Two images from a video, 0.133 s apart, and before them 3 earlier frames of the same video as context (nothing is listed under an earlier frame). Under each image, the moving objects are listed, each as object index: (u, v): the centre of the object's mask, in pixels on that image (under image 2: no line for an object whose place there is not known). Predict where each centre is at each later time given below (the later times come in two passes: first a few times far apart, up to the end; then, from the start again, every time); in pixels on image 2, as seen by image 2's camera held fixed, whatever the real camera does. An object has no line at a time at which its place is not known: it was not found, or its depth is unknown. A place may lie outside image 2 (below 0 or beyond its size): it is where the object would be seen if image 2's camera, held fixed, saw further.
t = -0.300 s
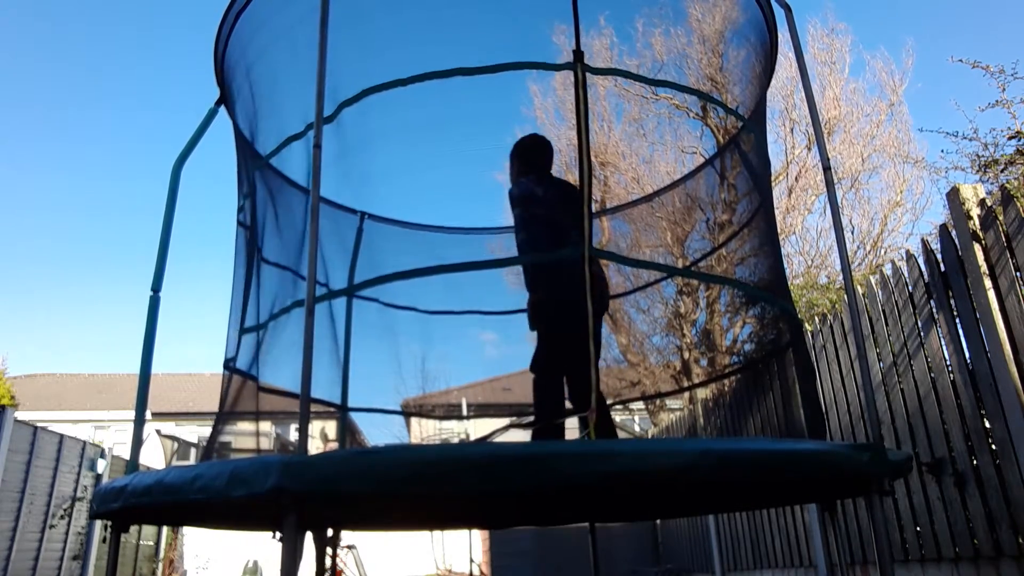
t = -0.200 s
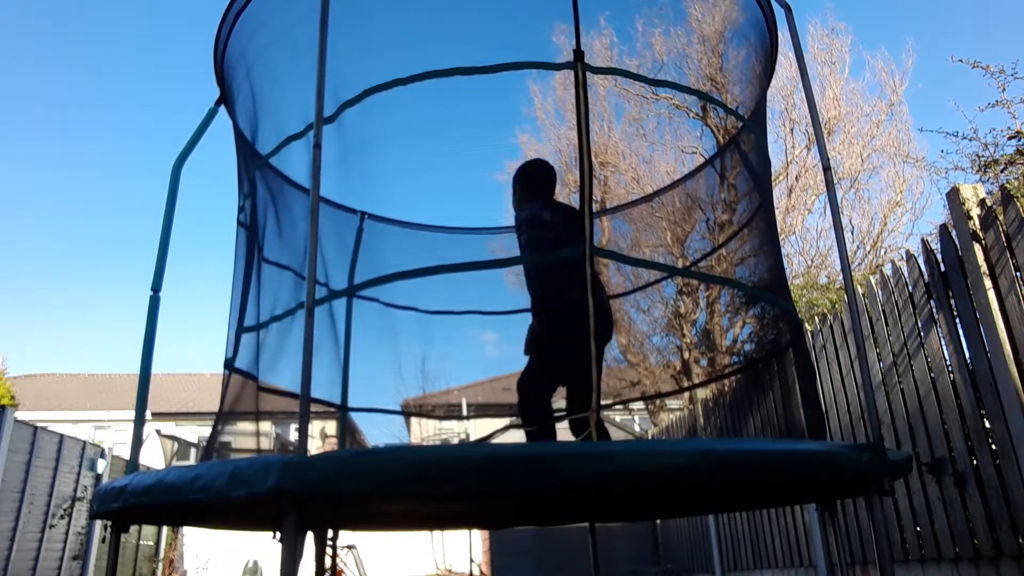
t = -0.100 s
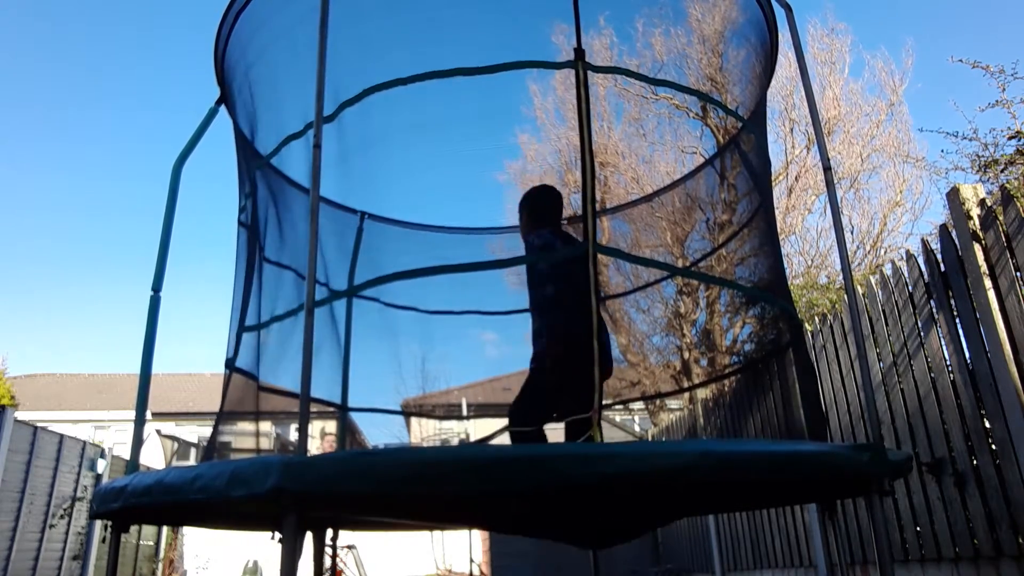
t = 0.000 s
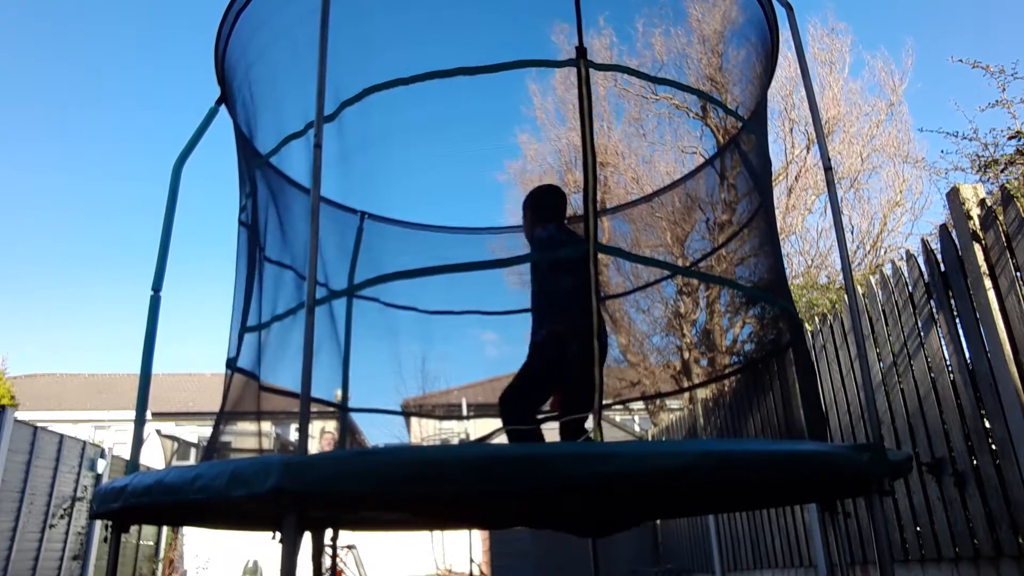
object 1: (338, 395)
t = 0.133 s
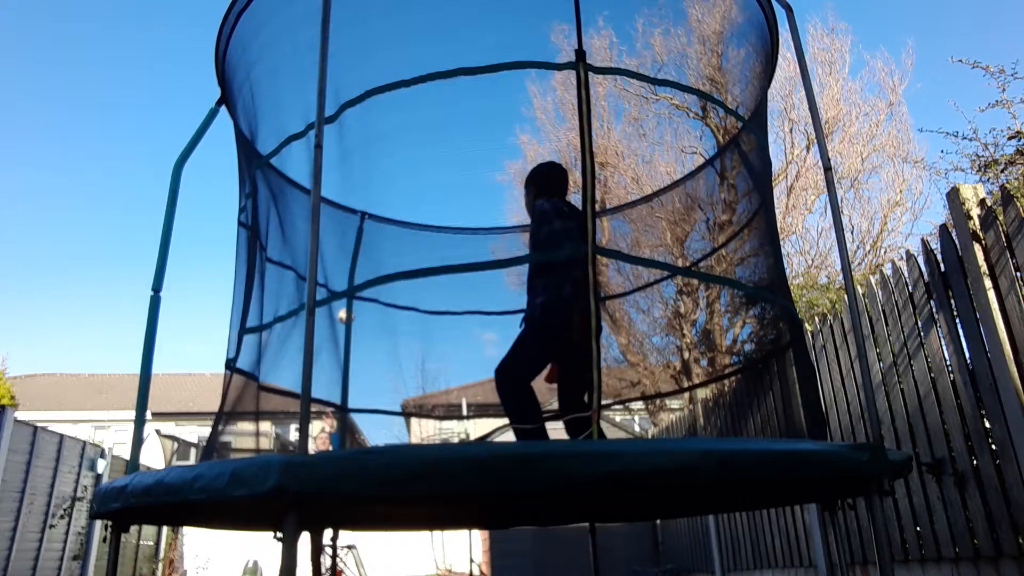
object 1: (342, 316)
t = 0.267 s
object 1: (348, 249)
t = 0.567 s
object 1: (356, 150)
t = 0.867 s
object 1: (363, 136)
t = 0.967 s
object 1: (365, 160)
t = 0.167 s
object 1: (344, 302)
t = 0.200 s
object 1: (344, 280)
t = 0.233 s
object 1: (346, 264)
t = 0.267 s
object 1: (348, 249)
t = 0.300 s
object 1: (350, 235)
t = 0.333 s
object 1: (351, 222)
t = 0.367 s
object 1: (352, 209)
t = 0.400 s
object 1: (353, 198)
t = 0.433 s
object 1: (354, 186)
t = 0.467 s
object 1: (354, 176)
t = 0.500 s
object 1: (354, 166)
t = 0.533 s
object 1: (355, 158)
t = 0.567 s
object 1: (356, 150)
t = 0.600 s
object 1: (357, 144)
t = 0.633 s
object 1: (358, 139)
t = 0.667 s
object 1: (358, 134)
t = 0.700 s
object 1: (359, 132)
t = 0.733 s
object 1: (360, 129)
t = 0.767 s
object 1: (361, 128)
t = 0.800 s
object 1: (362, 129)
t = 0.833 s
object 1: (362, 132)
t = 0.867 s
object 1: (363, 136)
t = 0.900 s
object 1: (364, 142)
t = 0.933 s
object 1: (364, 149)
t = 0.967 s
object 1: (365, 160)
